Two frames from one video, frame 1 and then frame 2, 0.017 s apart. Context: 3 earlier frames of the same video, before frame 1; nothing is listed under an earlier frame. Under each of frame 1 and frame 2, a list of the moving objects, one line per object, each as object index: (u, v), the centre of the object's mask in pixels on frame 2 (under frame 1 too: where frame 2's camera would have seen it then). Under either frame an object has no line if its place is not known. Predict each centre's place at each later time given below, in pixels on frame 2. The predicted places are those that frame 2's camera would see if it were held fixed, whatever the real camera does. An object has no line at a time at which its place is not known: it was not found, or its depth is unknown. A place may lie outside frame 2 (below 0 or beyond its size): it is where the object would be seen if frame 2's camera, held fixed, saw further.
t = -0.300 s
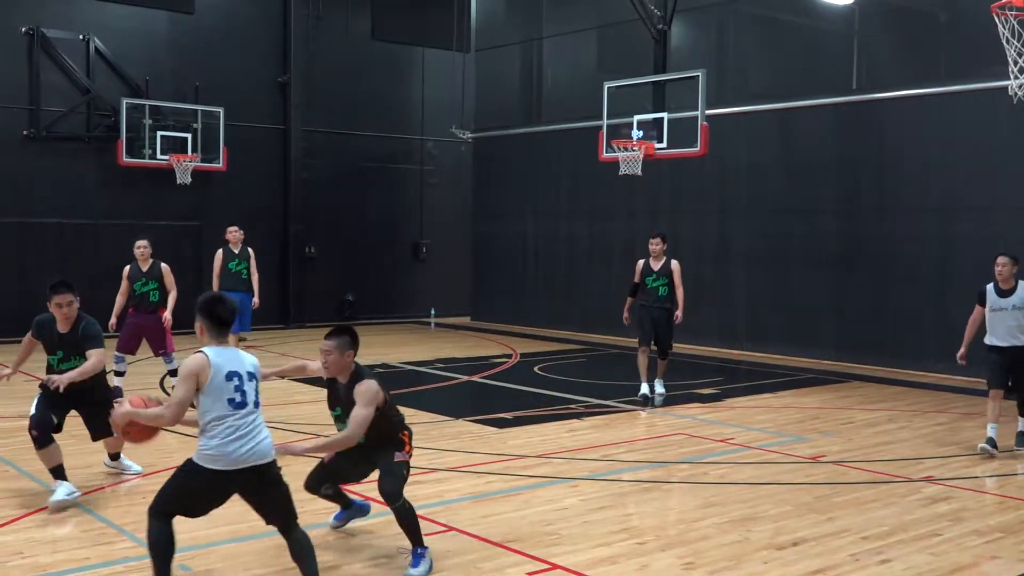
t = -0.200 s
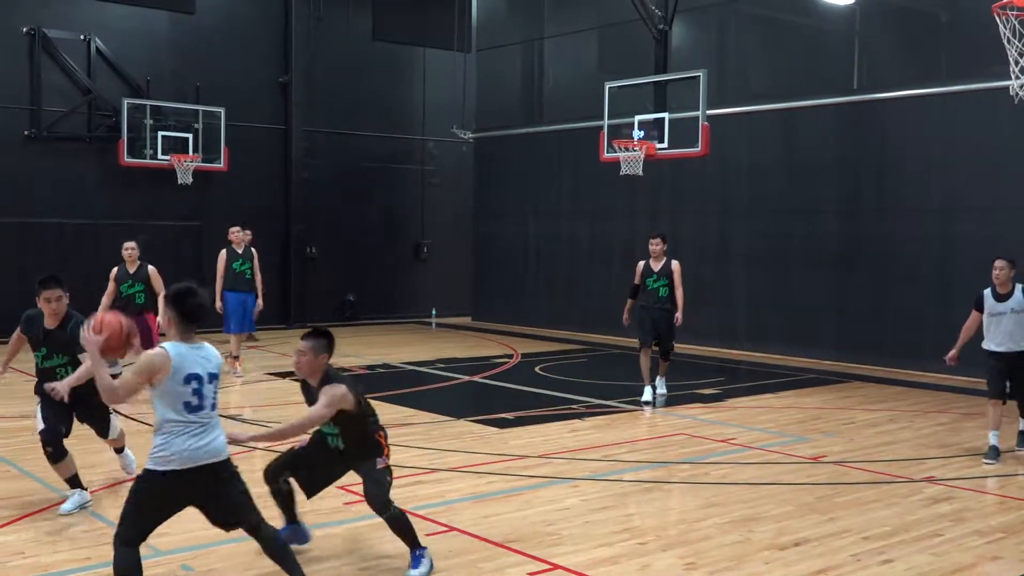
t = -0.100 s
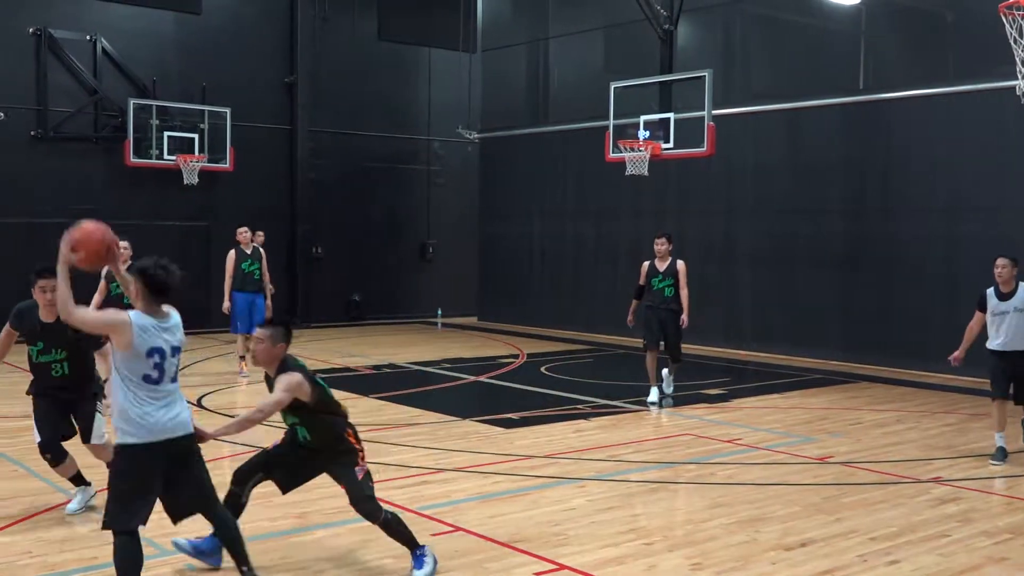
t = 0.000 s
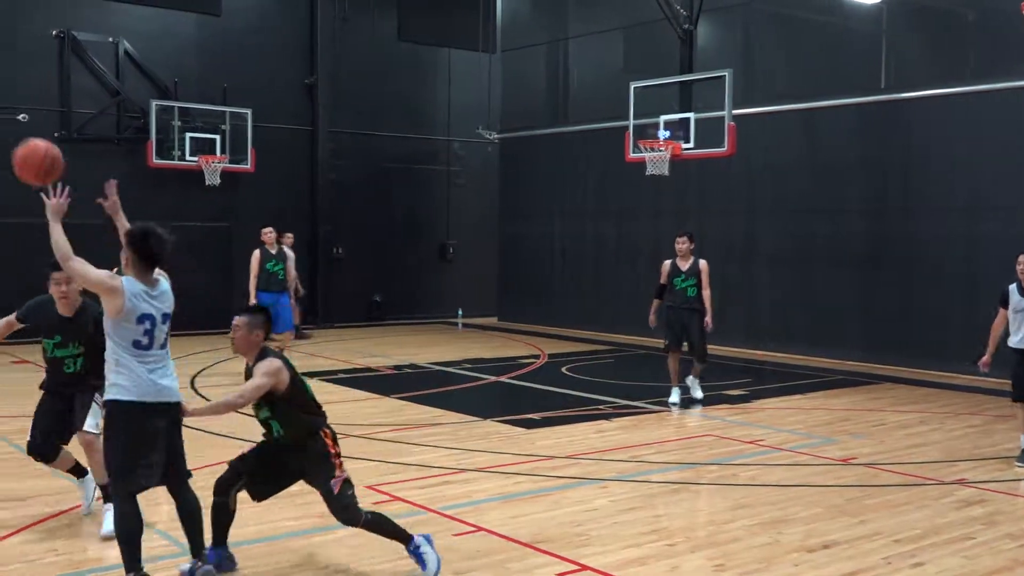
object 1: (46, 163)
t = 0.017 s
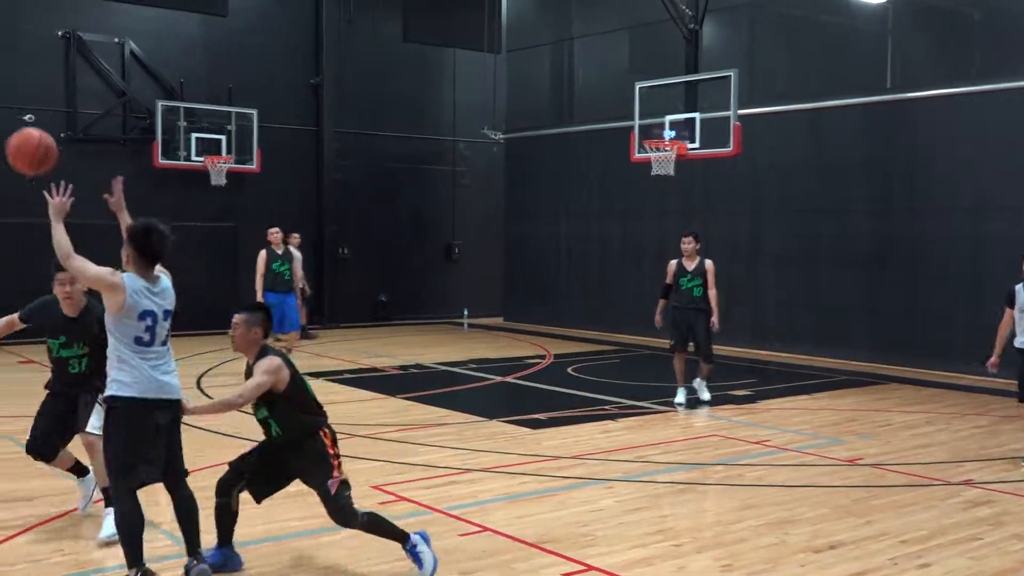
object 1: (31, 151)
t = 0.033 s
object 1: (17, 141)
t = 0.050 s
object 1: (2, 130)
